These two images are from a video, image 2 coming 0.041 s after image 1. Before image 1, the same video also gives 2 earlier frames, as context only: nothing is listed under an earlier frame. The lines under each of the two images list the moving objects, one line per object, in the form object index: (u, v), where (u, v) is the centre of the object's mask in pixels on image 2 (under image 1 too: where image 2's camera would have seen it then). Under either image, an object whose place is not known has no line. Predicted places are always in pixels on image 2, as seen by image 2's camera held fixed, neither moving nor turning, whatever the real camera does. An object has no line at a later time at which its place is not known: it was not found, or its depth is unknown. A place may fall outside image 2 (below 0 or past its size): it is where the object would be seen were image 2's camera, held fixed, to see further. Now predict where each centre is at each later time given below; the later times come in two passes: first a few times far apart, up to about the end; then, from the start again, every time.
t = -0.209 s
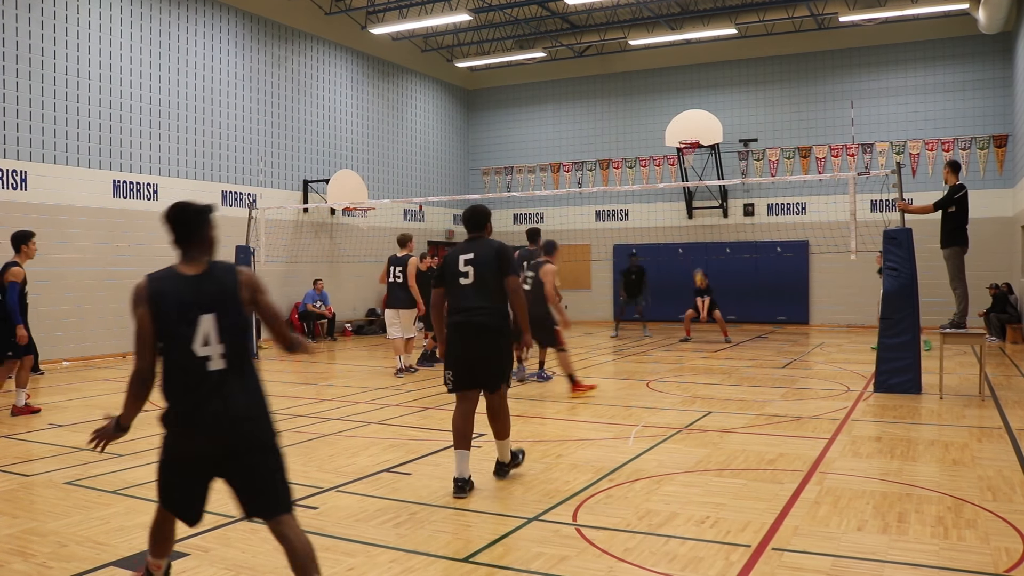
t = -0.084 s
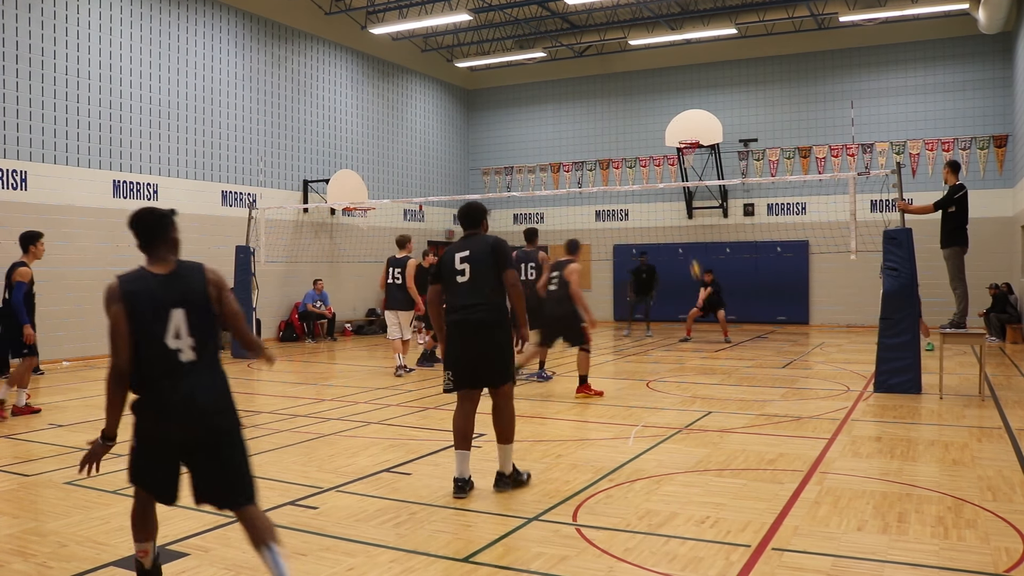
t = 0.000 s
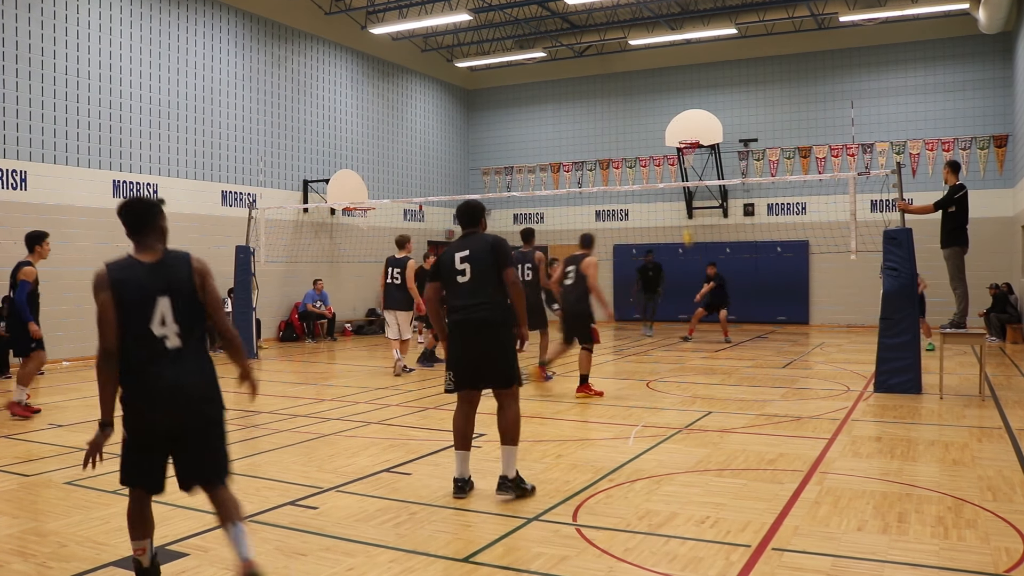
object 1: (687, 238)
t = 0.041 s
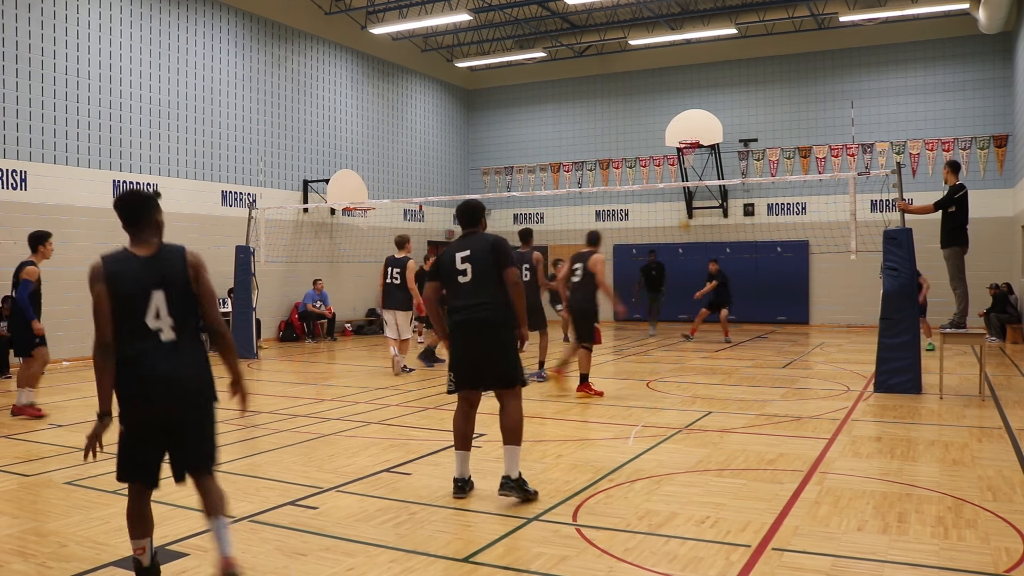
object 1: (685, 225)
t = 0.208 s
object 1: (667, 174)
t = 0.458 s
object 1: (640, 126)
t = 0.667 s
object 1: (618, 112)
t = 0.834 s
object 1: (599, 119)
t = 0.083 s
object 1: (680, 210)
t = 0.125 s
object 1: (676, 198)
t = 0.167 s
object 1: (672, 186)
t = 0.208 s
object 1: (667, 174)
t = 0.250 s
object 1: (663, 163)
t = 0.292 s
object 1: (659, 155)
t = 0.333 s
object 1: (654, 146)
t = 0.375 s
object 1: (650, 140)
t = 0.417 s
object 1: (645, 132)
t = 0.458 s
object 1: (640, 126)
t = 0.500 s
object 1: (636, 122)
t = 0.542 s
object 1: (632, 118)
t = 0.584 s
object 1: (627, 115)
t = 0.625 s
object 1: (623, 113)
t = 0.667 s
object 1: (618, 112)
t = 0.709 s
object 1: (613, 112)
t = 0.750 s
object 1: (608, 113)
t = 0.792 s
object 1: (604, 115)
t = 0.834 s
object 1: (599, 119)
